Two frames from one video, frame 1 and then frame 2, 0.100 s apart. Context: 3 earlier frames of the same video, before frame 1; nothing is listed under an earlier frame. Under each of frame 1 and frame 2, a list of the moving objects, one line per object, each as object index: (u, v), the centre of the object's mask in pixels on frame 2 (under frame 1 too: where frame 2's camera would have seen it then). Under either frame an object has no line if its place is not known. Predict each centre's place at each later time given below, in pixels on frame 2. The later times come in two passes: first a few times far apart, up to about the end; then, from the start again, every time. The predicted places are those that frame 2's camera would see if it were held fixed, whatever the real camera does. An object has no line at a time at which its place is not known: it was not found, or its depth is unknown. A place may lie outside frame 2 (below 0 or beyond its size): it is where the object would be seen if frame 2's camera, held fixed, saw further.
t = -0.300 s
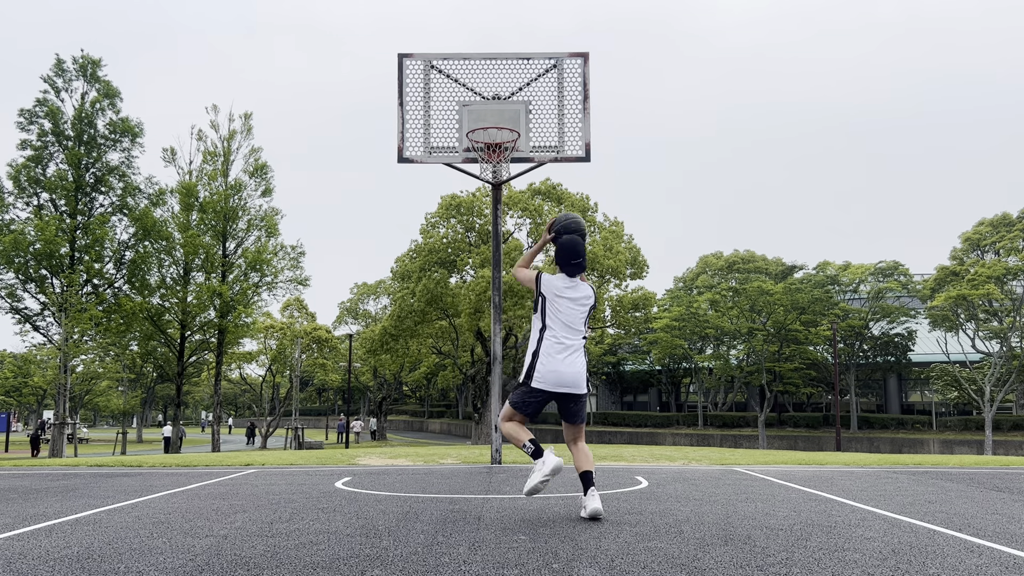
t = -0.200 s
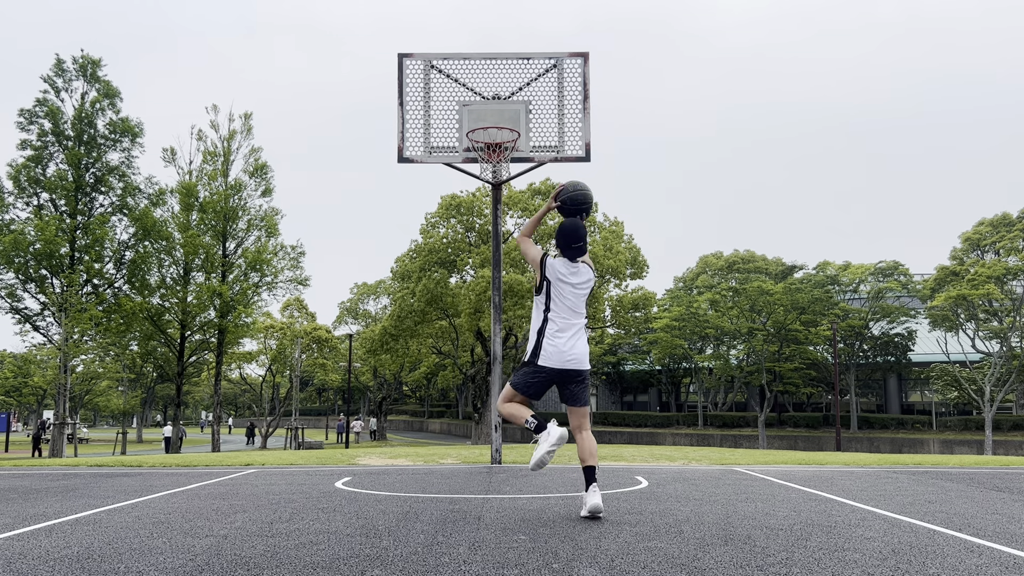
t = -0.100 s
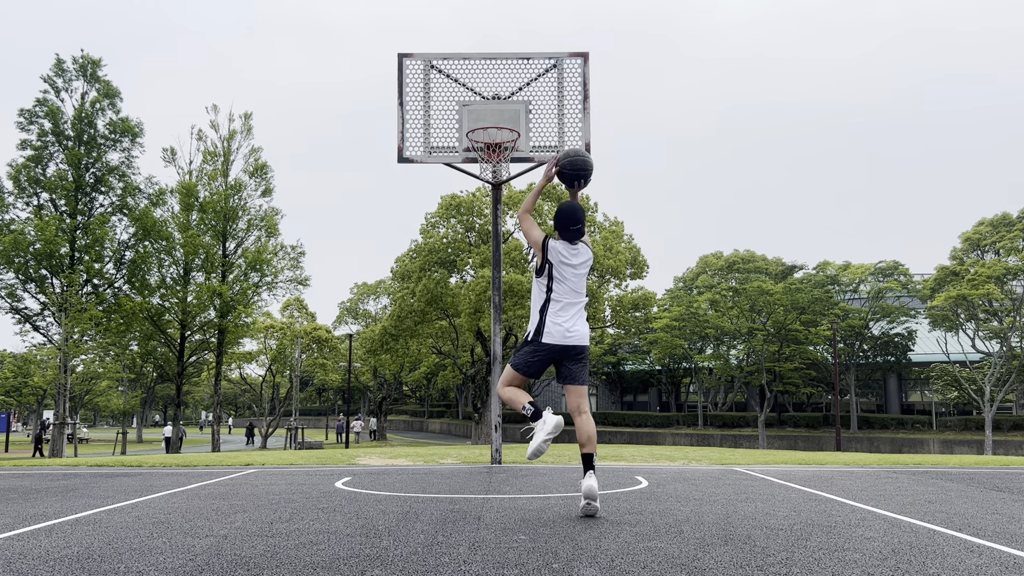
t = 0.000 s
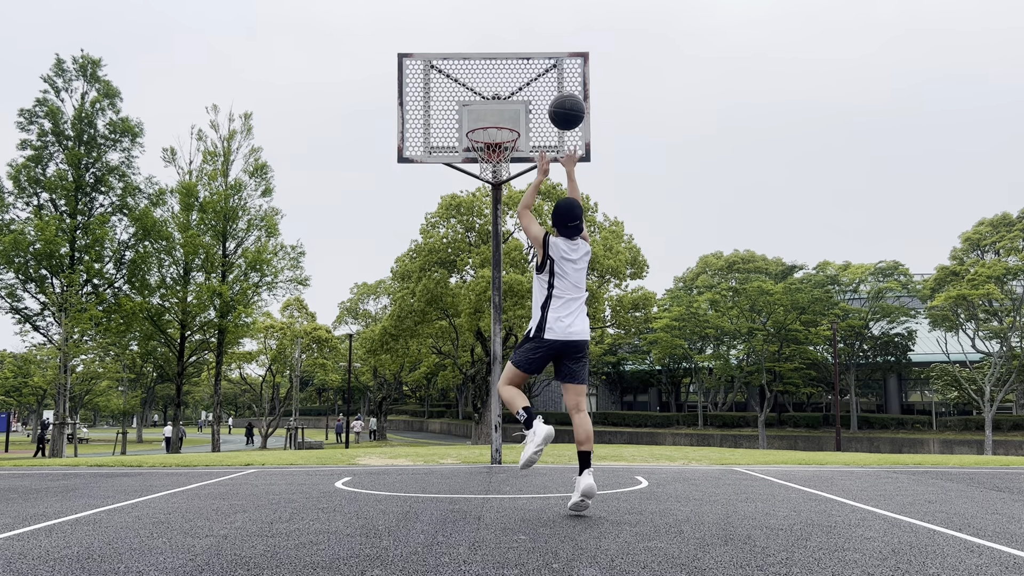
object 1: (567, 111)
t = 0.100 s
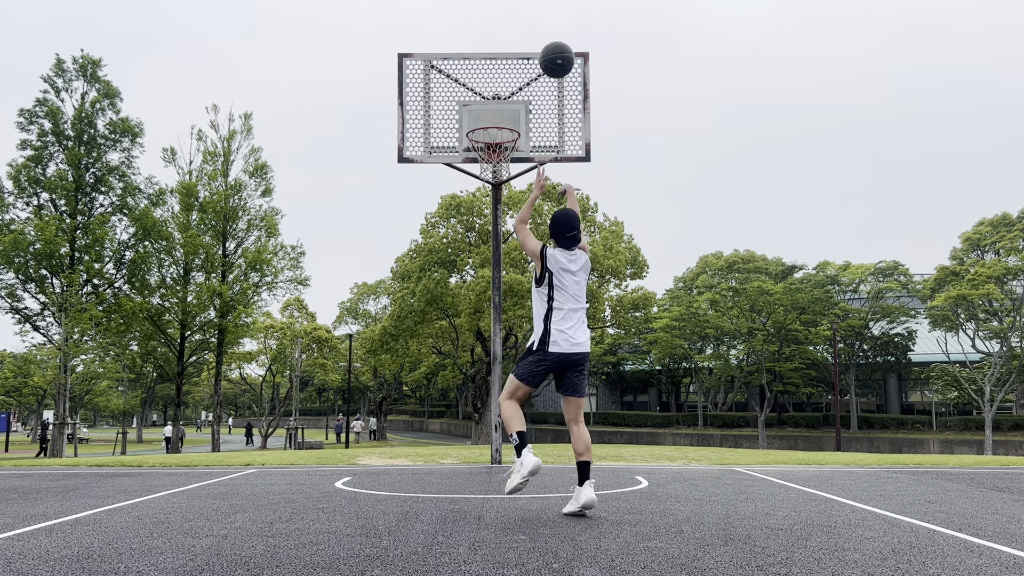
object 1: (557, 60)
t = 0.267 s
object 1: (542, 14)
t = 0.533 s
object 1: (522, 16)
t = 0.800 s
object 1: (505, 96)
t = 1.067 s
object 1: (496, 123)
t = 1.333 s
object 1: (492, 171)
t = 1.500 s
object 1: (495, 193)
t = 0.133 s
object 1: (553, 46)
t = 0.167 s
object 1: (550, 35)
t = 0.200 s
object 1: (547, 26)
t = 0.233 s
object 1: (545, 18)
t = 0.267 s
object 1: (542, 14)
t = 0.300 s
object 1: (539, 11)
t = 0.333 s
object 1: (536, 10)
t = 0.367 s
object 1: (534, 9)
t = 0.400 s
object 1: (531, 9)
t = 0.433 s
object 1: (529, 9)
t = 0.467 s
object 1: (526, 11)
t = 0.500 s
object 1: (524, 13)
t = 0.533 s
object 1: (522, 16)
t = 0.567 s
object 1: (519, 22)
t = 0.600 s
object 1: (517, 30)
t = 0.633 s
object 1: (515, 38)
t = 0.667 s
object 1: (513, 48)
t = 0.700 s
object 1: (511, 58)
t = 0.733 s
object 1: (509, 70)
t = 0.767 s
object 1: (507, 83)
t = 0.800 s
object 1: (505, 96)
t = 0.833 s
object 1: (503, 111)
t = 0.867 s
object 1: (502, 114)
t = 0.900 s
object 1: (501, 113)
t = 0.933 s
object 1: (500, 113)
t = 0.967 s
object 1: (499, 113)
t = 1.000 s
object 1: (498, 115)
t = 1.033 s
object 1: (497, 117)
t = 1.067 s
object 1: (496, 123)
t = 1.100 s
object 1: (495, 130)
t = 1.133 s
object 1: (494, 136)
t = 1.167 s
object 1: (493, 144)
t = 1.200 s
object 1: (493, 153)
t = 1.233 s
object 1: (491, 162)
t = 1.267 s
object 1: (491, 174)
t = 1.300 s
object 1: (492, 172)
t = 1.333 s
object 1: (492, 171)
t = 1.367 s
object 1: (493, 173)
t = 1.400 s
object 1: (493, 176)
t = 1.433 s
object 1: (494, 180)
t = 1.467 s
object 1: (495, 186)
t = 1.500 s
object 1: (495, 193)
